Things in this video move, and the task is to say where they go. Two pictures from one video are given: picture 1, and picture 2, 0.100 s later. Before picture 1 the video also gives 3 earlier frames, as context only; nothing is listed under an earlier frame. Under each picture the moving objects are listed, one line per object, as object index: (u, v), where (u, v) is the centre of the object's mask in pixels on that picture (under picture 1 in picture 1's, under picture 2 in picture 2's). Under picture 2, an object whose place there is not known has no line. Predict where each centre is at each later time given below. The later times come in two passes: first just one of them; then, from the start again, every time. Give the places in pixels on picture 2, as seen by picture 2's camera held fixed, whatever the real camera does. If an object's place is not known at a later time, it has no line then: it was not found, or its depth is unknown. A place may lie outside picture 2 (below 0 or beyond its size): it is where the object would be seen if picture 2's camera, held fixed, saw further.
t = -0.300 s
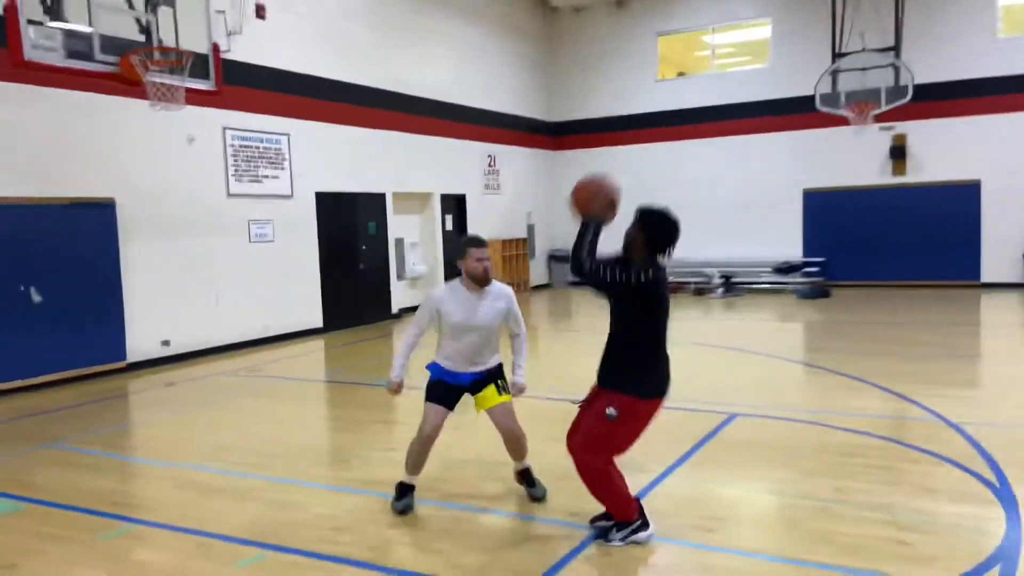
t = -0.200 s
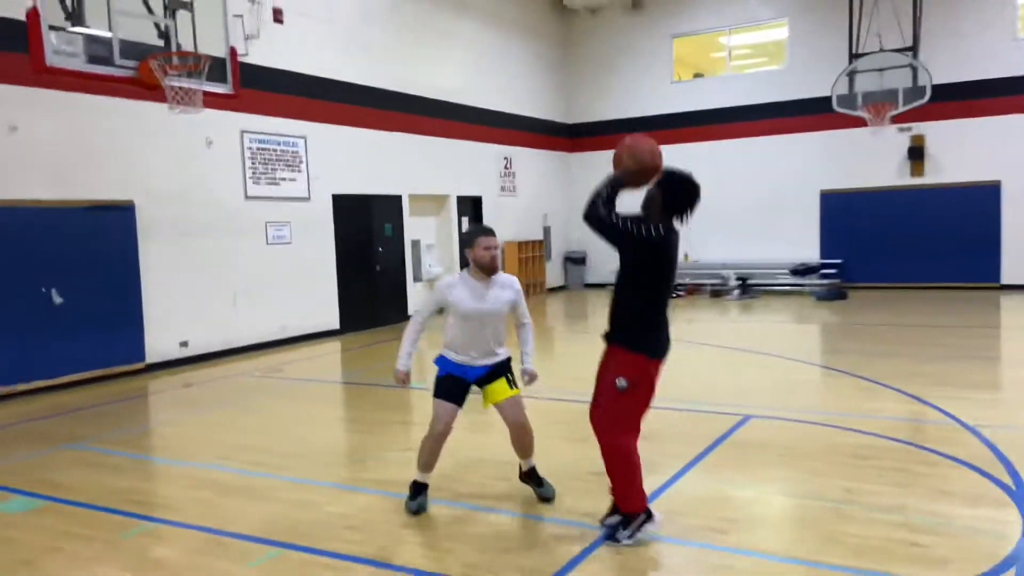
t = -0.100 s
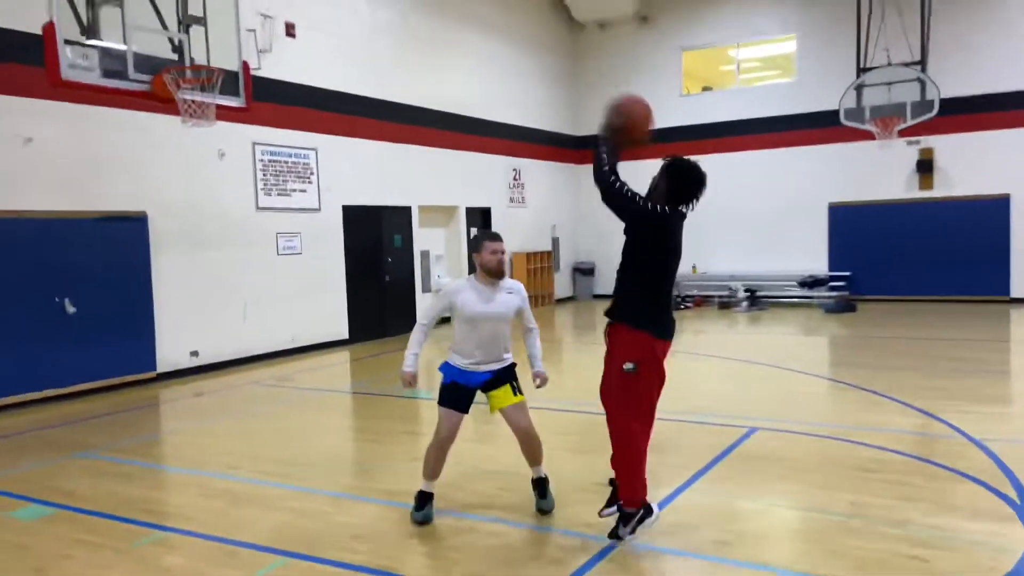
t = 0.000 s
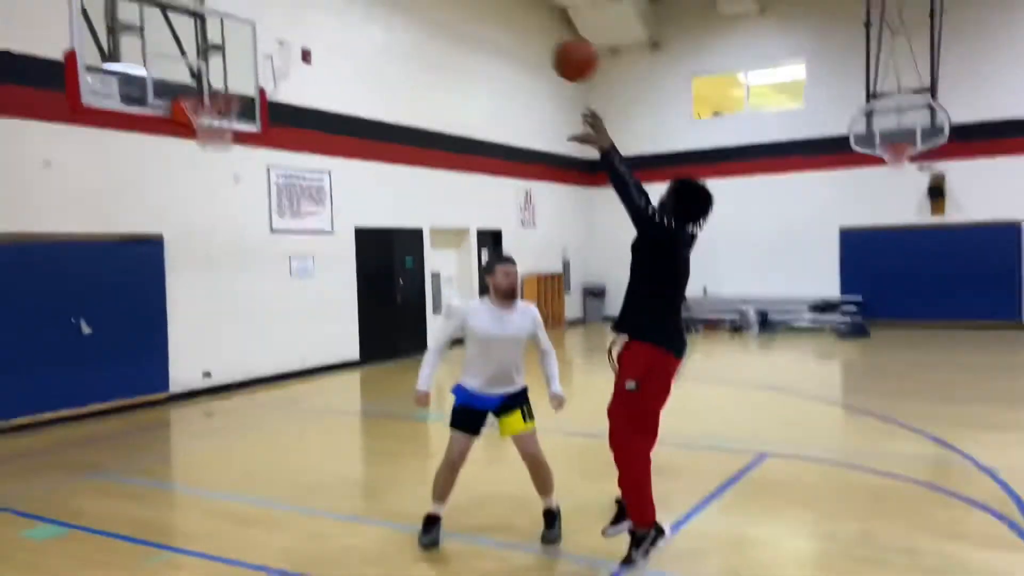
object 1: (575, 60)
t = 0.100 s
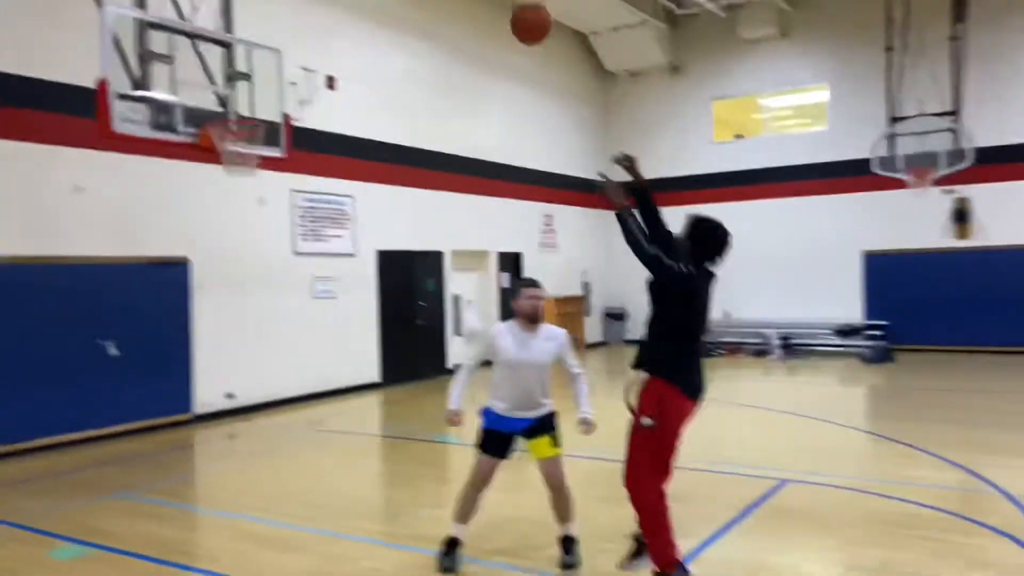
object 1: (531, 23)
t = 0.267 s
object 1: (444, -28)
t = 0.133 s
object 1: (512, 9)
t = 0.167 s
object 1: (494, -2)
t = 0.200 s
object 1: (476, -12)
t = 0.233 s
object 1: (460, -21)
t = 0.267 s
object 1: (444, -28)
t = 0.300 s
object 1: (430, -34)
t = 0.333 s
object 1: (415, -37)
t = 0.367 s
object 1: (401, -38)
